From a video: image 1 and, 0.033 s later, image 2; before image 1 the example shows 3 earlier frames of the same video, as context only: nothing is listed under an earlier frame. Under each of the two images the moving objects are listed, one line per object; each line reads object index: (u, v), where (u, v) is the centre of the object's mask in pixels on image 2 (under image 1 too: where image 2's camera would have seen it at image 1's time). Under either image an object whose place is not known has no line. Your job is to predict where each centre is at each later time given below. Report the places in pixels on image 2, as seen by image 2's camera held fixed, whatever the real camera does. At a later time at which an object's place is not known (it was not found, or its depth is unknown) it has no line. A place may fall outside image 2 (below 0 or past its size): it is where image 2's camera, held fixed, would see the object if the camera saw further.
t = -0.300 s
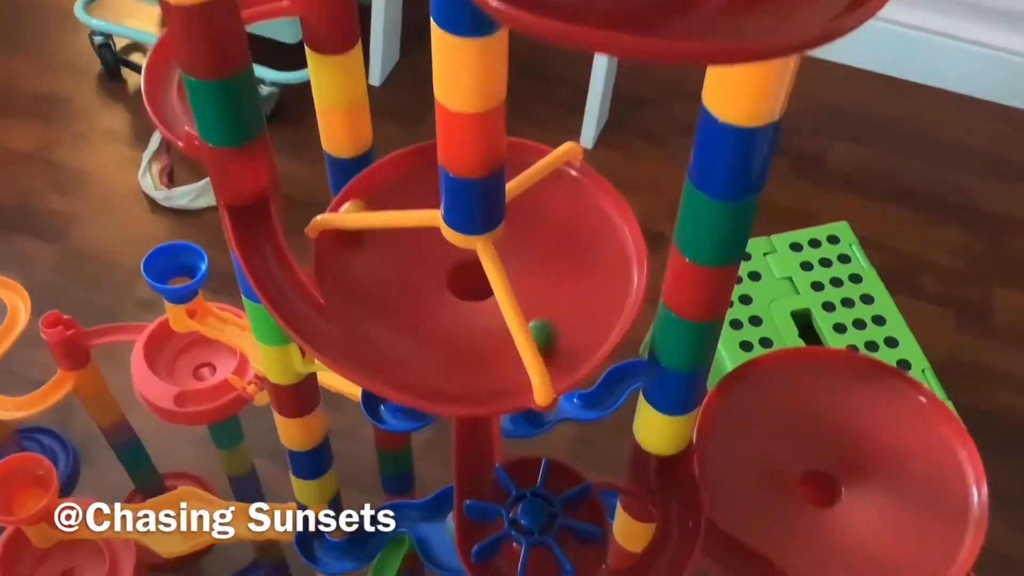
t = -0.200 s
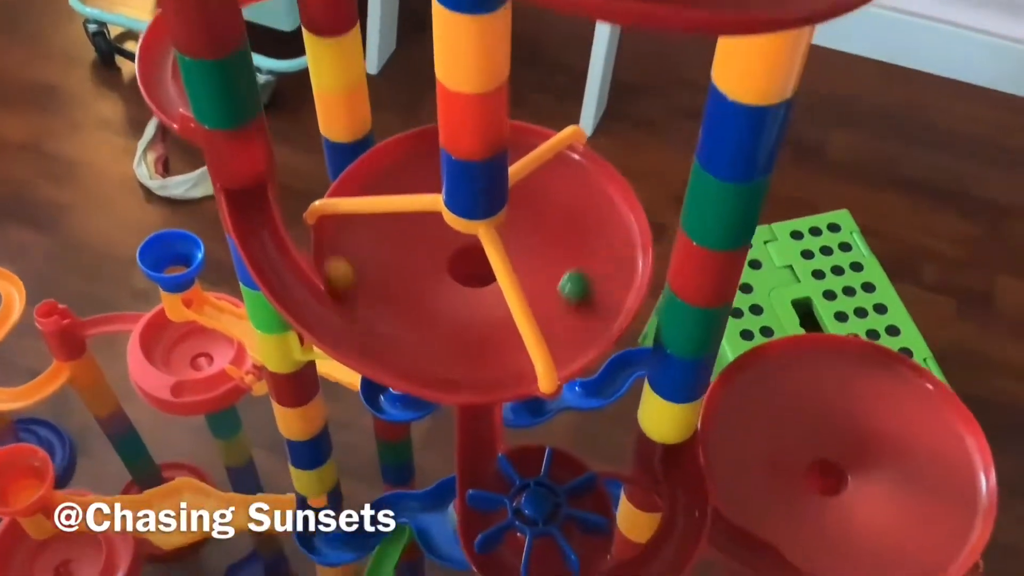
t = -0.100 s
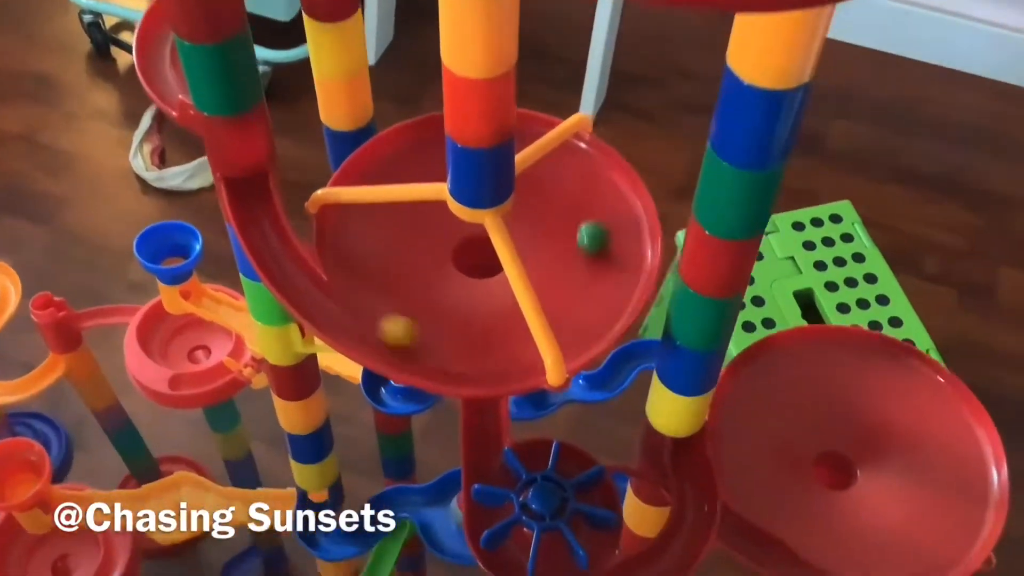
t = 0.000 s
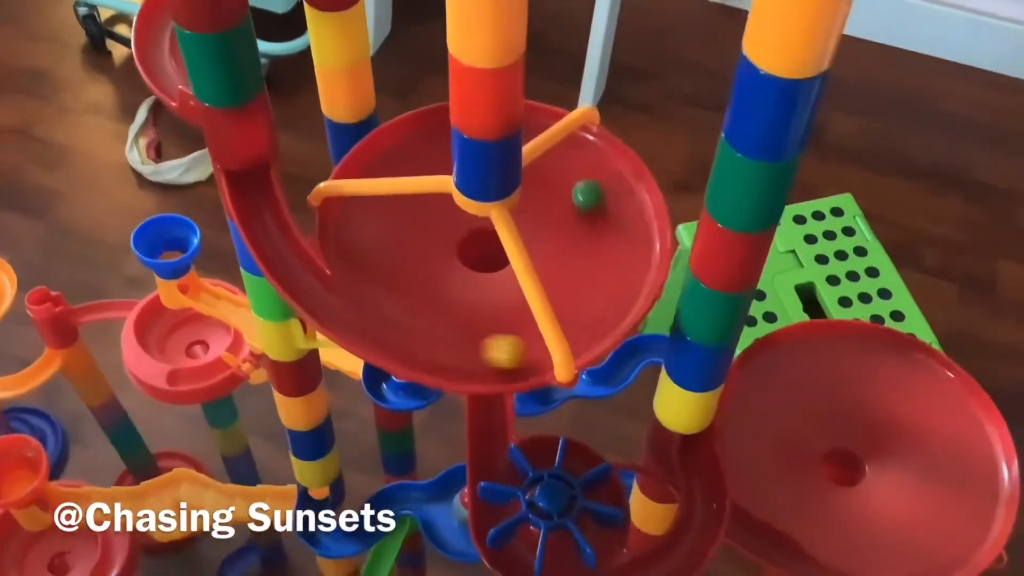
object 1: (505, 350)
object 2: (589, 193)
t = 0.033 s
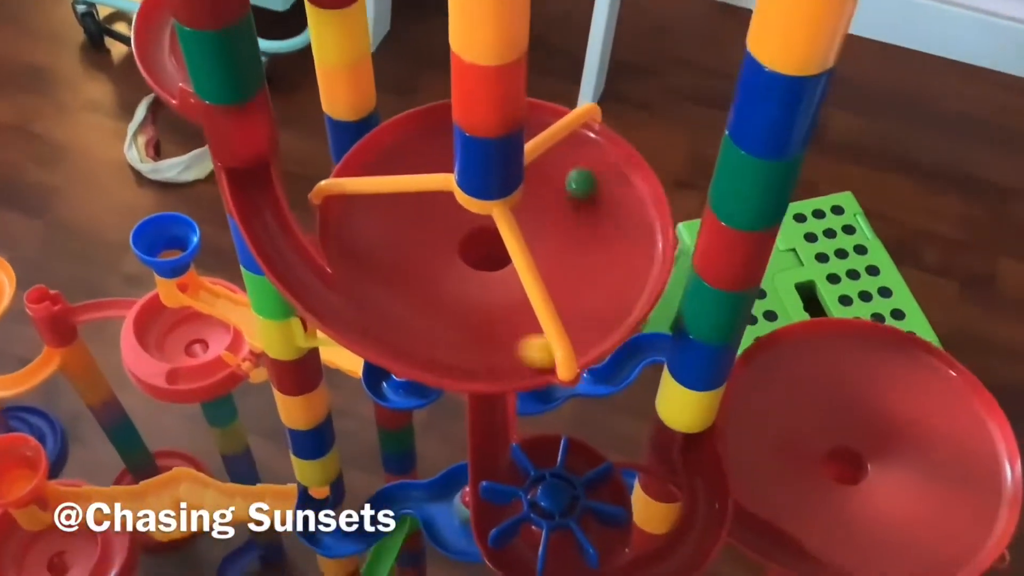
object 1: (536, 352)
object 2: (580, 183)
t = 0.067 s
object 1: (582, 344)
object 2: (570, 175)
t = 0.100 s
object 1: (596, 334)
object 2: (557, 169)
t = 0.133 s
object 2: (546, 166)
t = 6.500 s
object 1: (435, 243)
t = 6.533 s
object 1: (438, 251)
